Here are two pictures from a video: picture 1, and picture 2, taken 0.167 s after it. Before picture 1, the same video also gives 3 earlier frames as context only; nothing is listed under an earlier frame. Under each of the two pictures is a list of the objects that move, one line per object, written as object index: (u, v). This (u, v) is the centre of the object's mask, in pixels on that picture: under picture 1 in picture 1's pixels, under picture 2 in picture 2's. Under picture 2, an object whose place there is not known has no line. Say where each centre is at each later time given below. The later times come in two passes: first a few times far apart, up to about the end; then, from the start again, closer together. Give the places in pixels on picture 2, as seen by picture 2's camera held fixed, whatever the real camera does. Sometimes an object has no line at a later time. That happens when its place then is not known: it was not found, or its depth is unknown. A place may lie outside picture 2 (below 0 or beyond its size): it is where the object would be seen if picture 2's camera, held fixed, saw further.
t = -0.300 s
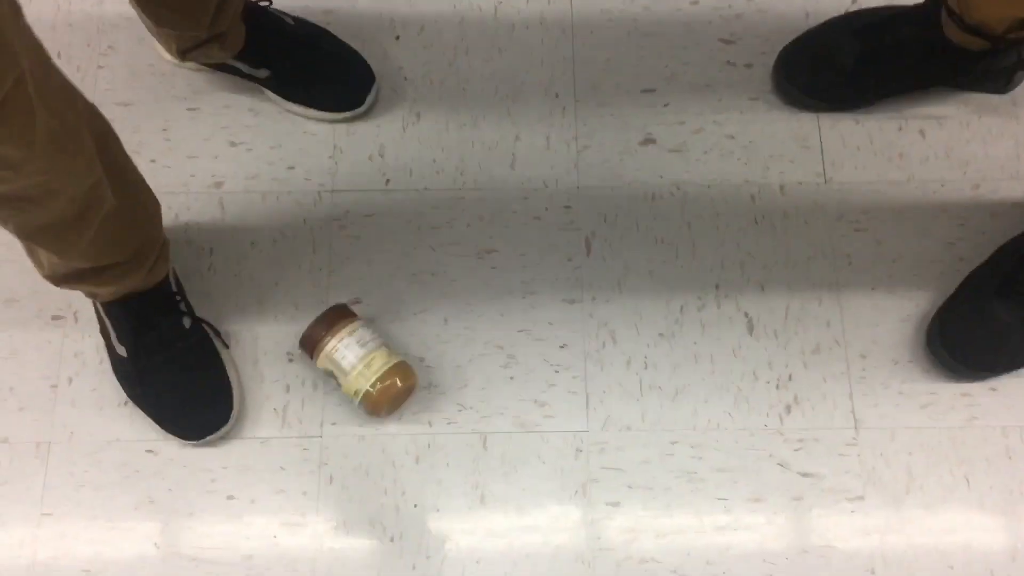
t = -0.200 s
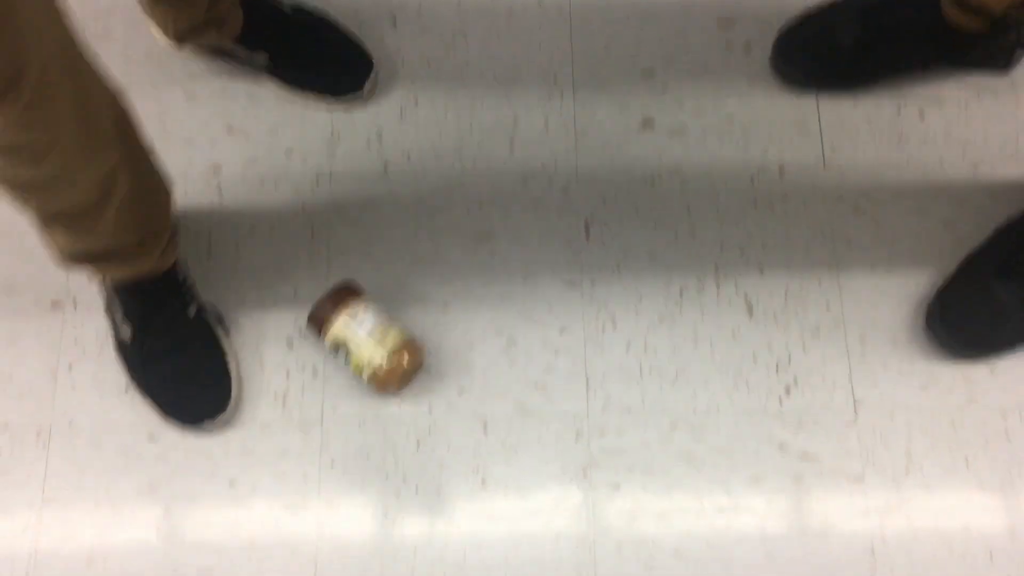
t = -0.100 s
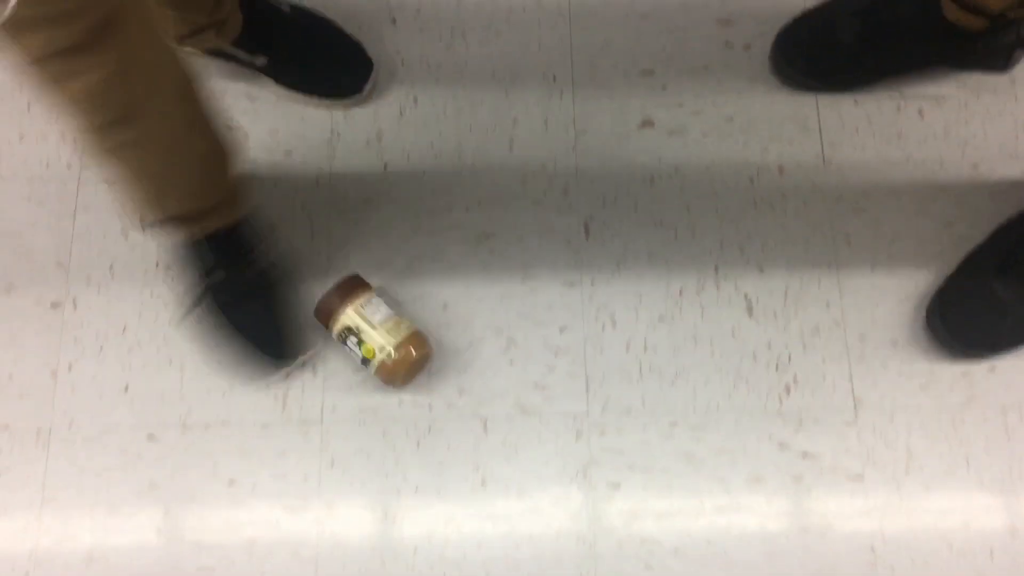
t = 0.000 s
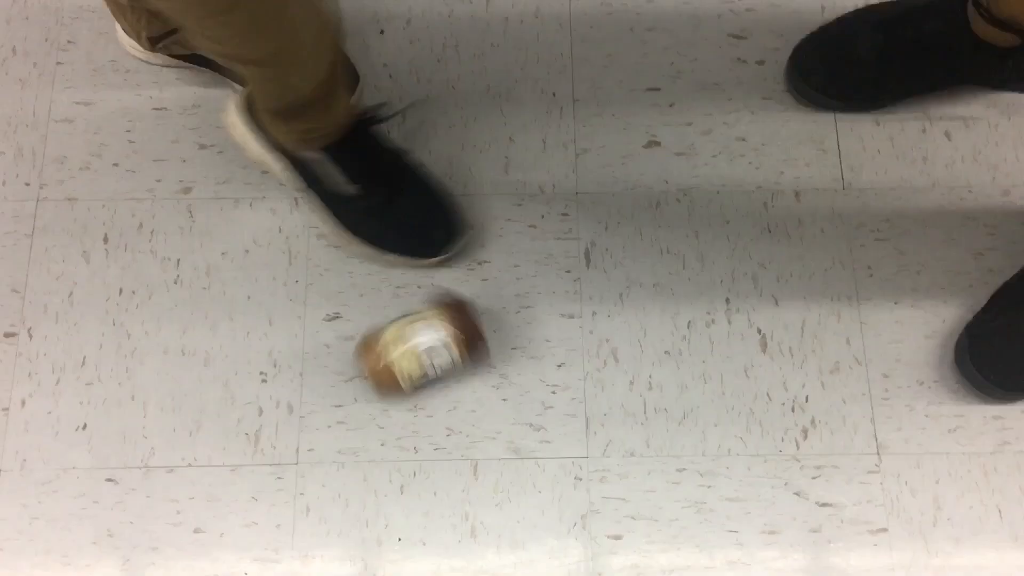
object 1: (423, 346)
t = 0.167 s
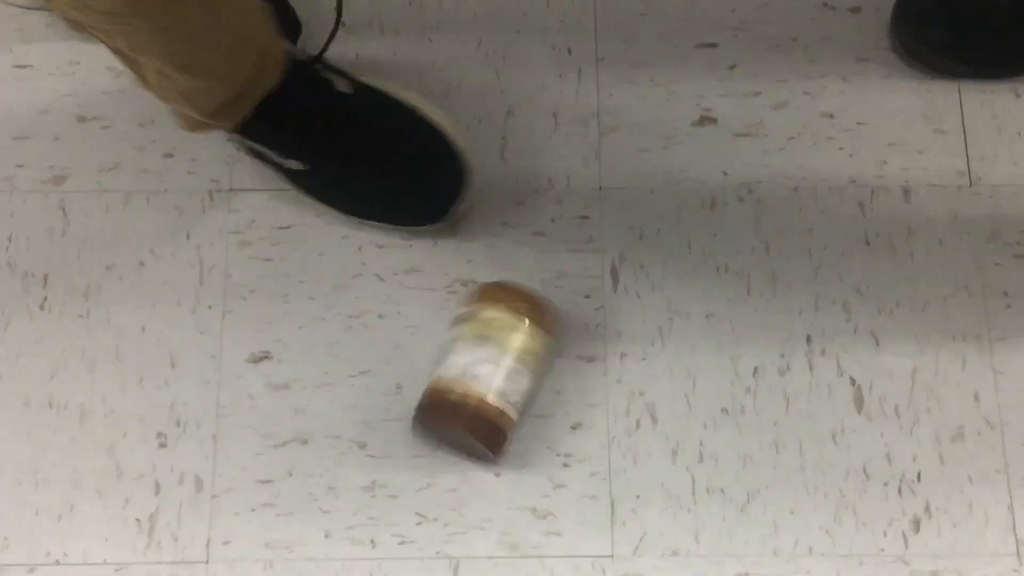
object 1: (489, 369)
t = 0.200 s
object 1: (505, 364)
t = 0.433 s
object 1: (572, 372)
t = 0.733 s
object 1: (570, 423)
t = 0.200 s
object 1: (505, 364)
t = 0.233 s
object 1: (524, 358)
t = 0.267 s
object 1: (536, 358)
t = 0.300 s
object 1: (548, 357)
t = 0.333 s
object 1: (558, 359)
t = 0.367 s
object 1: (565, 363)
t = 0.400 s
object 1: (570, 367)
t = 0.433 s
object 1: (572, 372)
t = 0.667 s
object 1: (571, 412)
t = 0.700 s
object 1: (571, 418)
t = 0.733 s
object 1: (570, 423)
